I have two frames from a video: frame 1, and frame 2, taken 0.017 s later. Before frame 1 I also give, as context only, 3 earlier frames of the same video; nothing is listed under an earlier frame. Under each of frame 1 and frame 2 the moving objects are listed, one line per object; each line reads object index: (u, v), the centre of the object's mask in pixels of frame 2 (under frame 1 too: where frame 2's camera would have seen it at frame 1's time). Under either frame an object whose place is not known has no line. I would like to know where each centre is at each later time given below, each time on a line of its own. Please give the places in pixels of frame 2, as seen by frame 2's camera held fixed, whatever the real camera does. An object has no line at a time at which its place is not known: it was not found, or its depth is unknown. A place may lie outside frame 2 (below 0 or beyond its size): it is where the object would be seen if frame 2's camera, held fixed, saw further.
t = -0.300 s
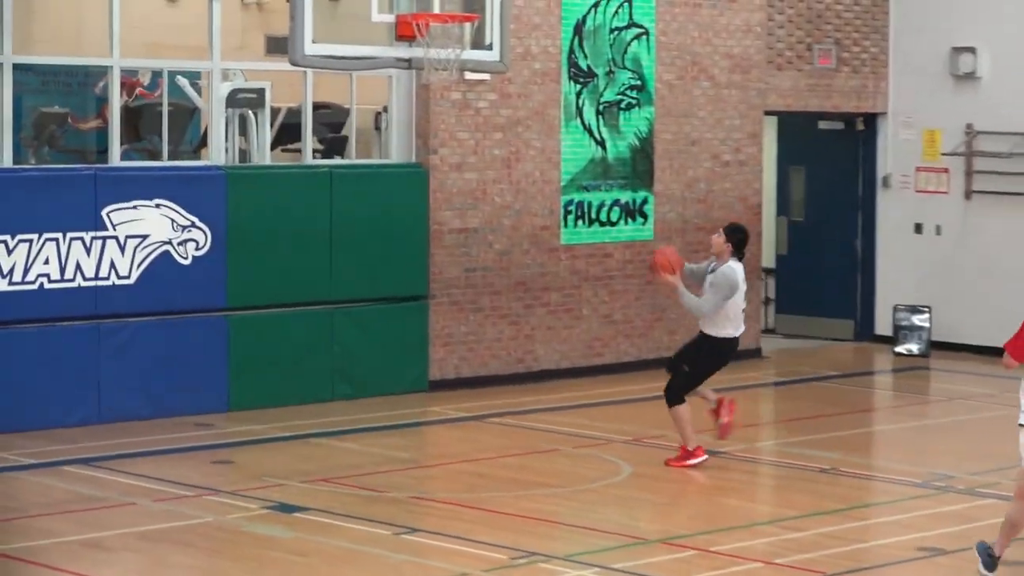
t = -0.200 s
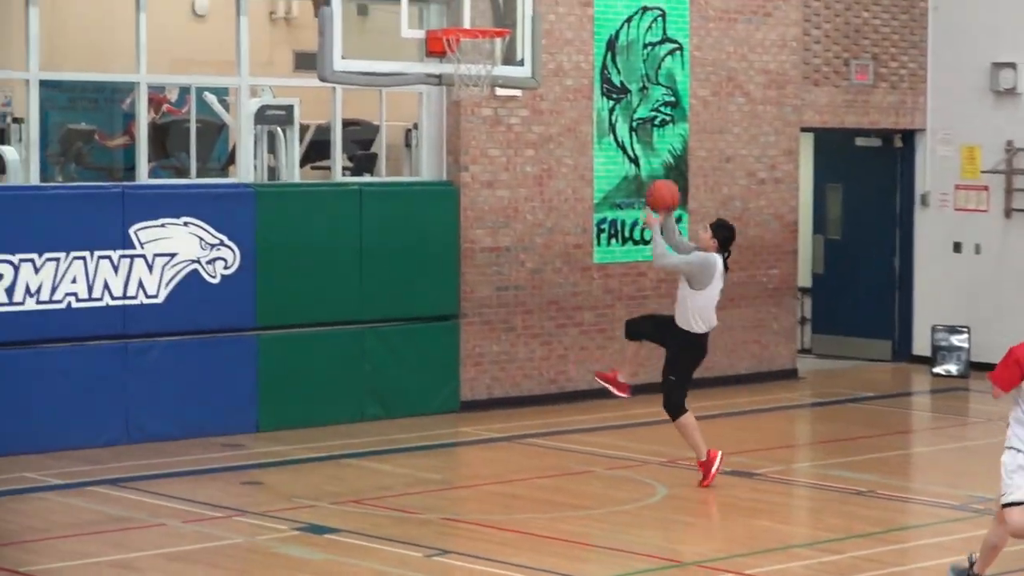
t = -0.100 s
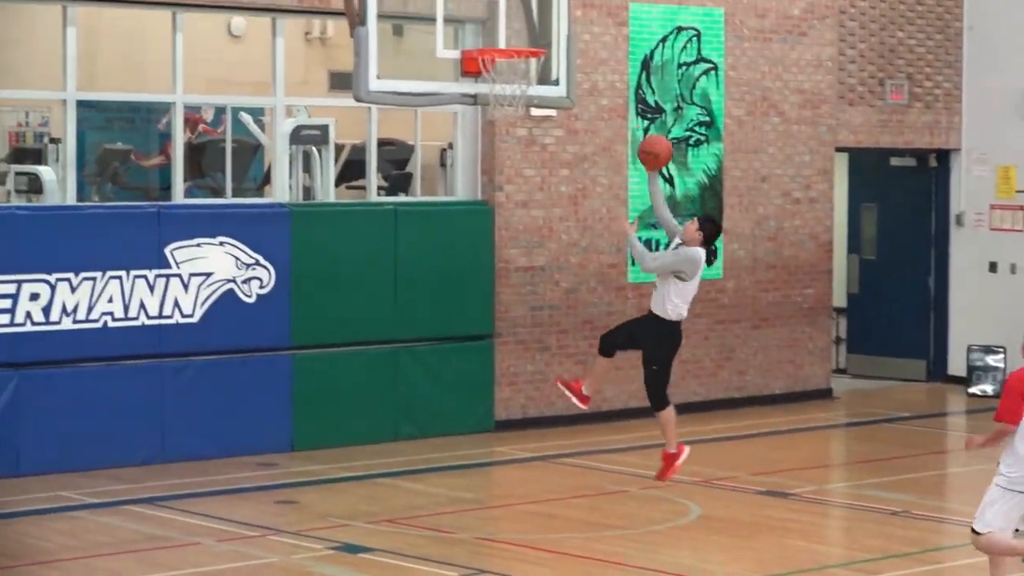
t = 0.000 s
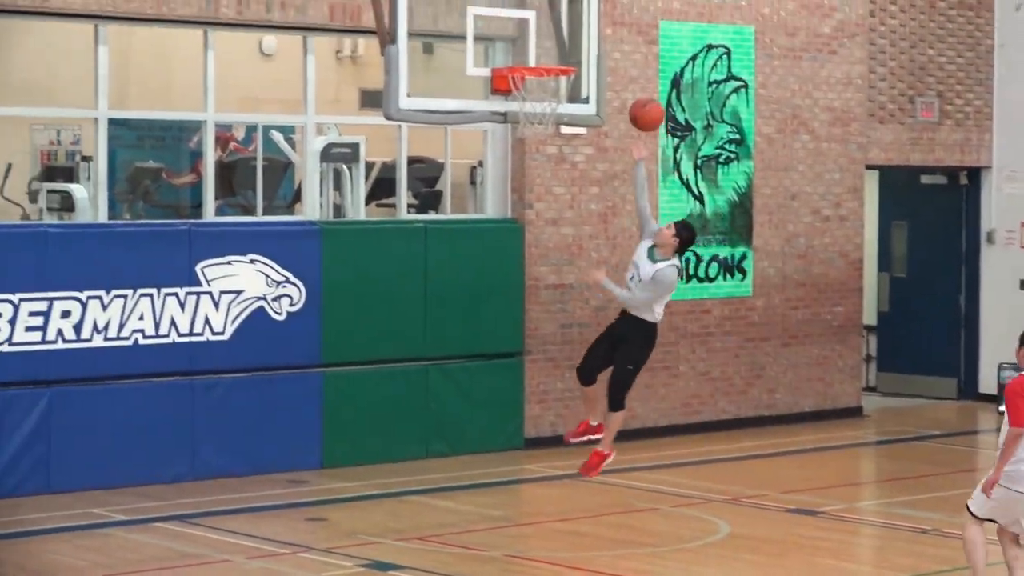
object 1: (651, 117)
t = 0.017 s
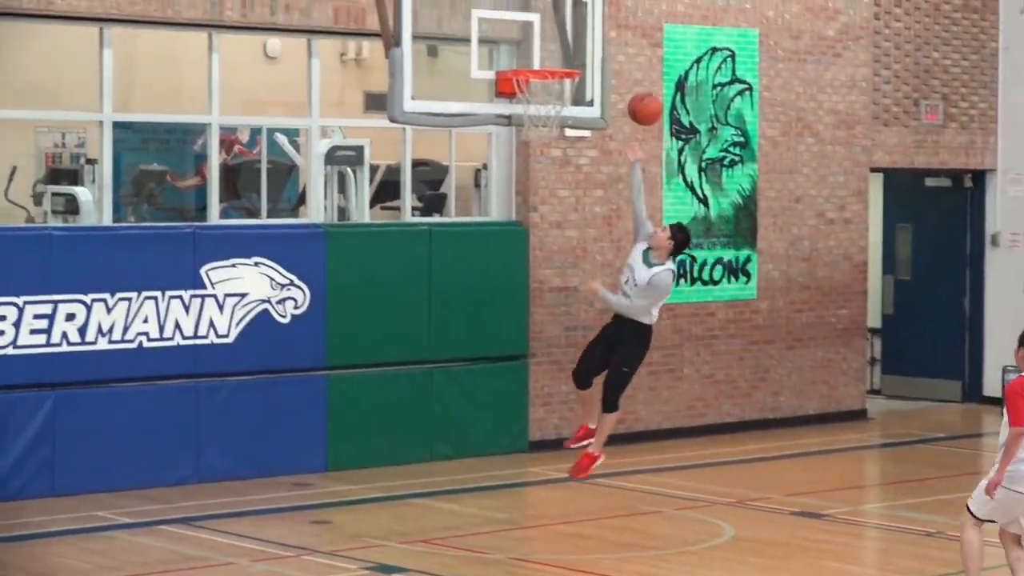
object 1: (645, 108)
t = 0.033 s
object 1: (639, 100)
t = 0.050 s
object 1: (633, 92)
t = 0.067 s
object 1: (627, 85)
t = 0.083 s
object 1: (621, 78)
